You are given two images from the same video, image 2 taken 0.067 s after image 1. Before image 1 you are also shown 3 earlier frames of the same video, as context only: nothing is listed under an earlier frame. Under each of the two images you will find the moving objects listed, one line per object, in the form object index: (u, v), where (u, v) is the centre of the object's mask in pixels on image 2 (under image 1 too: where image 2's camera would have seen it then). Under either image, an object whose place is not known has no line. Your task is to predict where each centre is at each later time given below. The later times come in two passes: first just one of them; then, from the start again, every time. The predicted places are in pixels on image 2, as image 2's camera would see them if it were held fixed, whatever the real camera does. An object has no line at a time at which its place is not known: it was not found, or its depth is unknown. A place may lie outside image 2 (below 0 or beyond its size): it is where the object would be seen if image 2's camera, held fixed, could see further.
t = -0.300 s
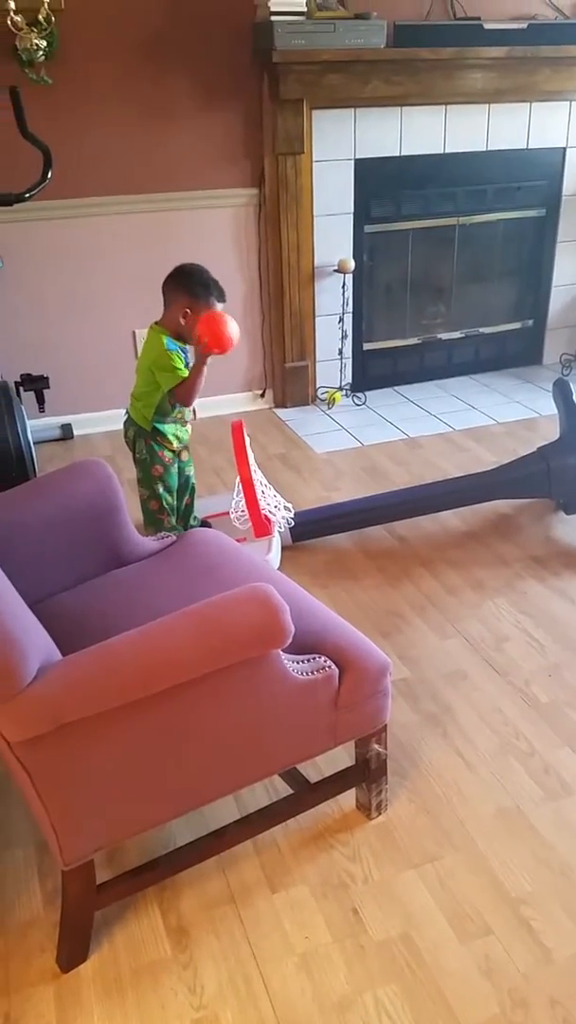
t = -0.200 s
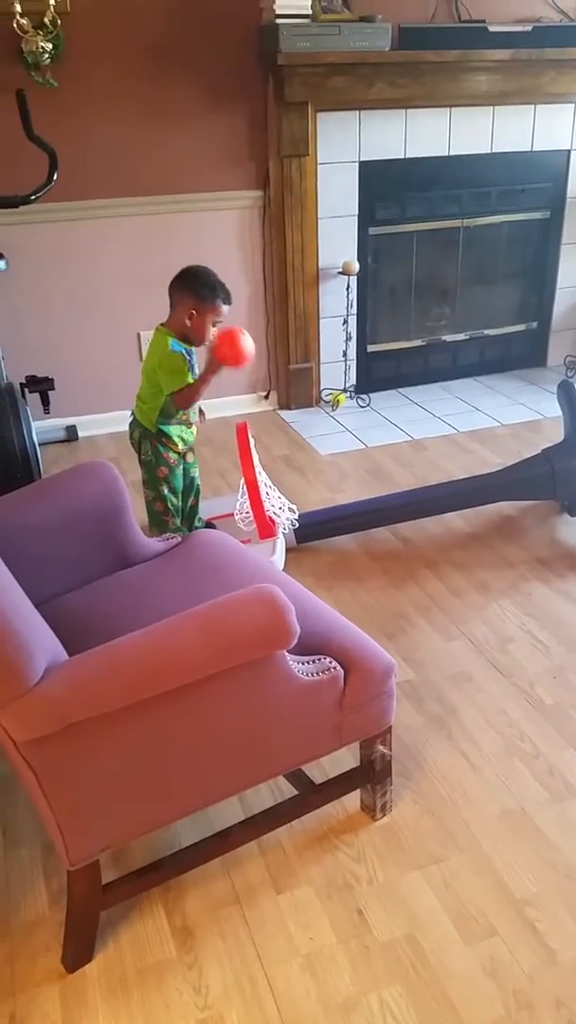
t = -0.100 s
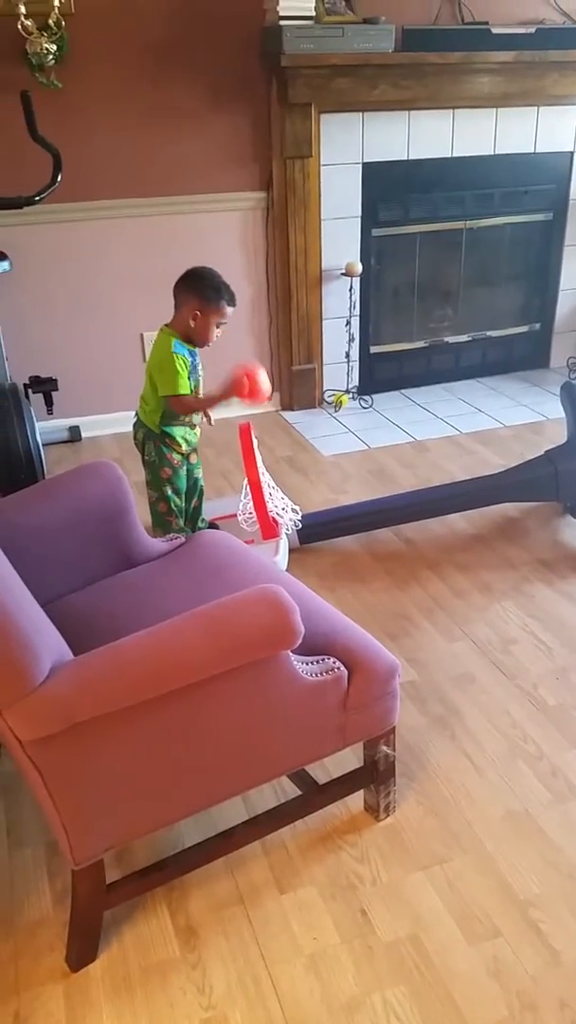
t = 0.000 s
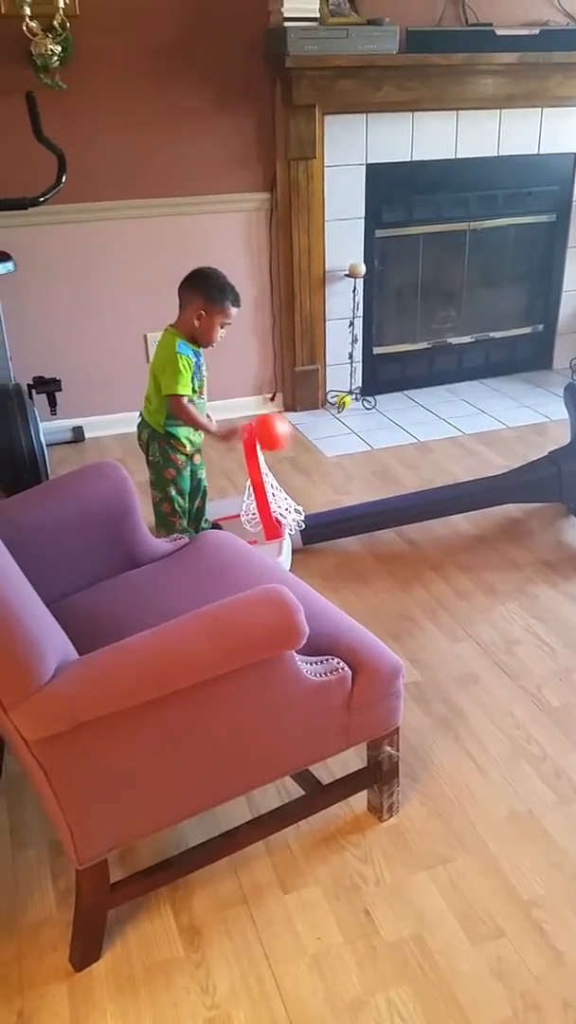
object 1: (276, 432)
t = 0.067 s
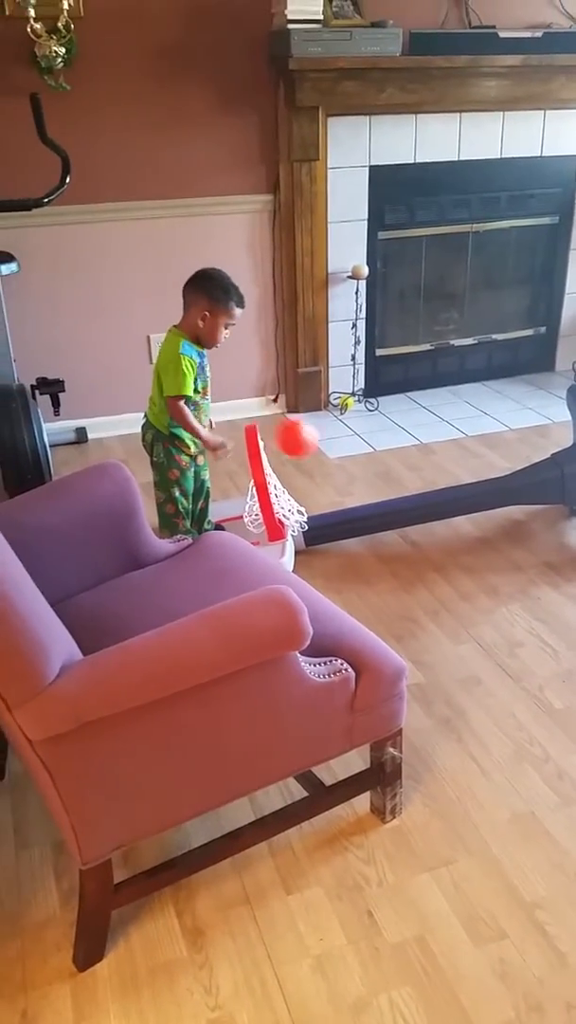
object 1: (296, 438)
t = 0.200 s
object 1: (347, 487)
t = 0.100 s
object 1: (309, 445)
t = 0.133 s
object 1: (321, 456)
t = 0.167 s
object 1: (335, 469)
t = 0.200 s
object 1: (347, 487)
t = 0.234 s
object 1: (361, 509)
